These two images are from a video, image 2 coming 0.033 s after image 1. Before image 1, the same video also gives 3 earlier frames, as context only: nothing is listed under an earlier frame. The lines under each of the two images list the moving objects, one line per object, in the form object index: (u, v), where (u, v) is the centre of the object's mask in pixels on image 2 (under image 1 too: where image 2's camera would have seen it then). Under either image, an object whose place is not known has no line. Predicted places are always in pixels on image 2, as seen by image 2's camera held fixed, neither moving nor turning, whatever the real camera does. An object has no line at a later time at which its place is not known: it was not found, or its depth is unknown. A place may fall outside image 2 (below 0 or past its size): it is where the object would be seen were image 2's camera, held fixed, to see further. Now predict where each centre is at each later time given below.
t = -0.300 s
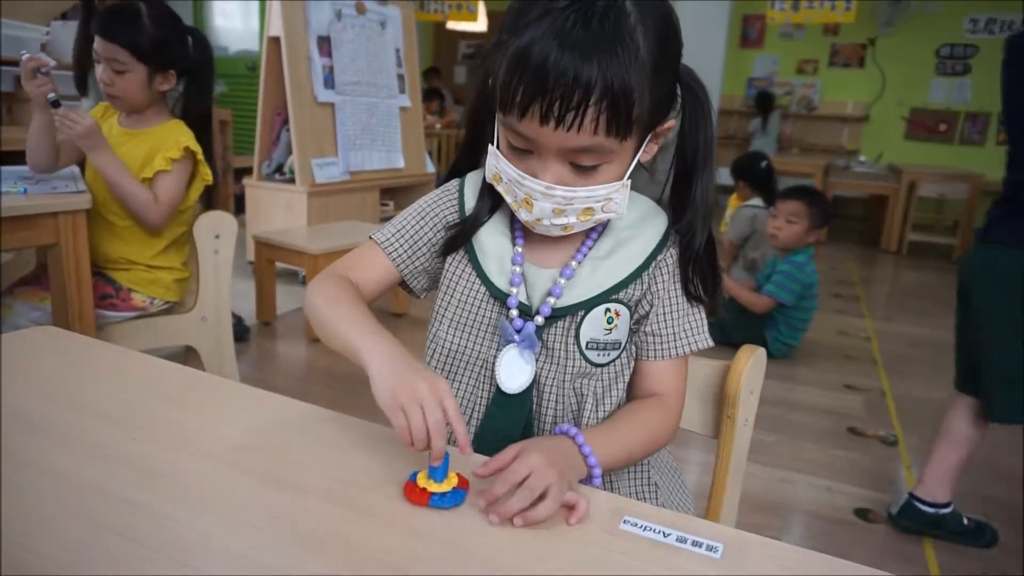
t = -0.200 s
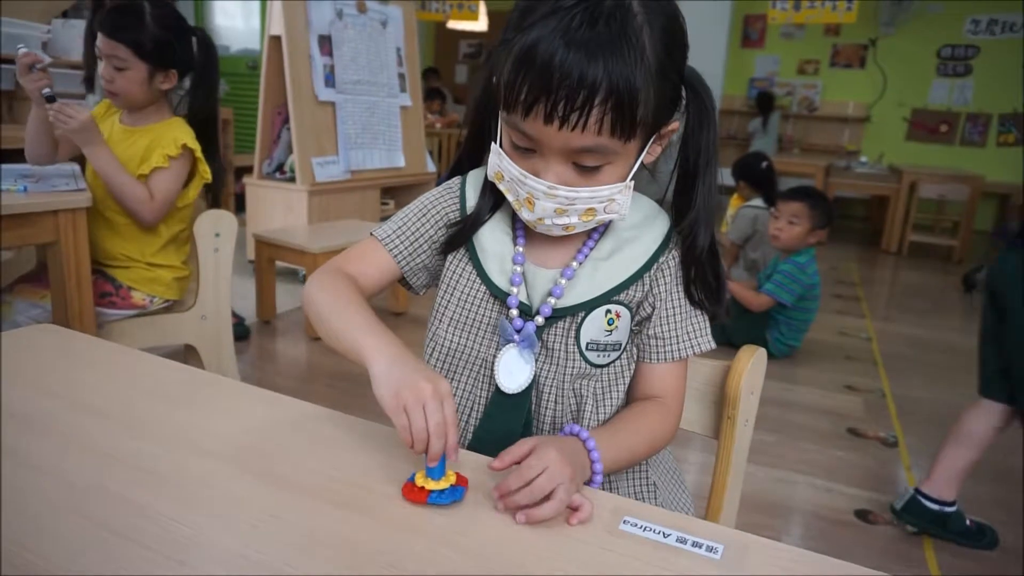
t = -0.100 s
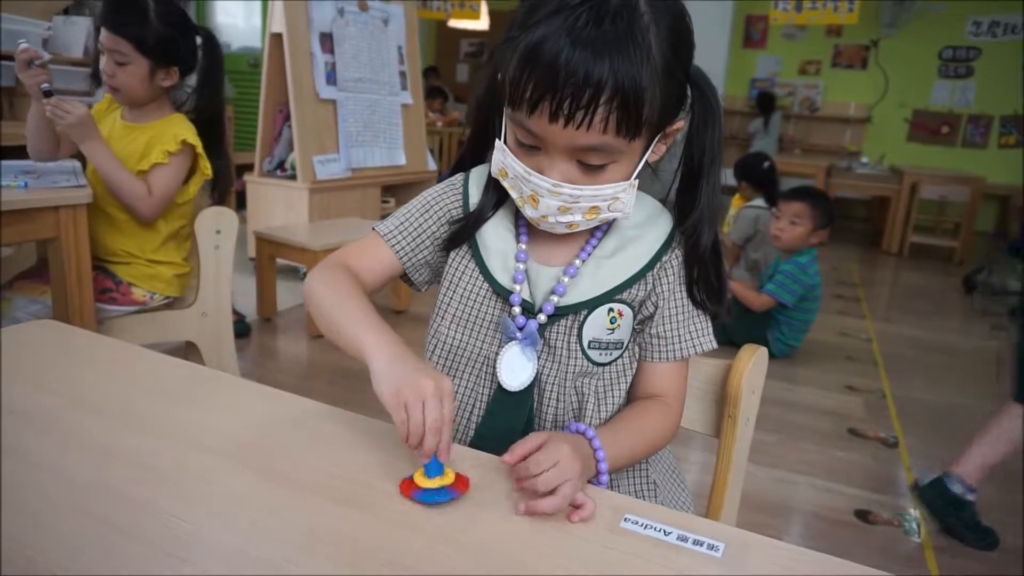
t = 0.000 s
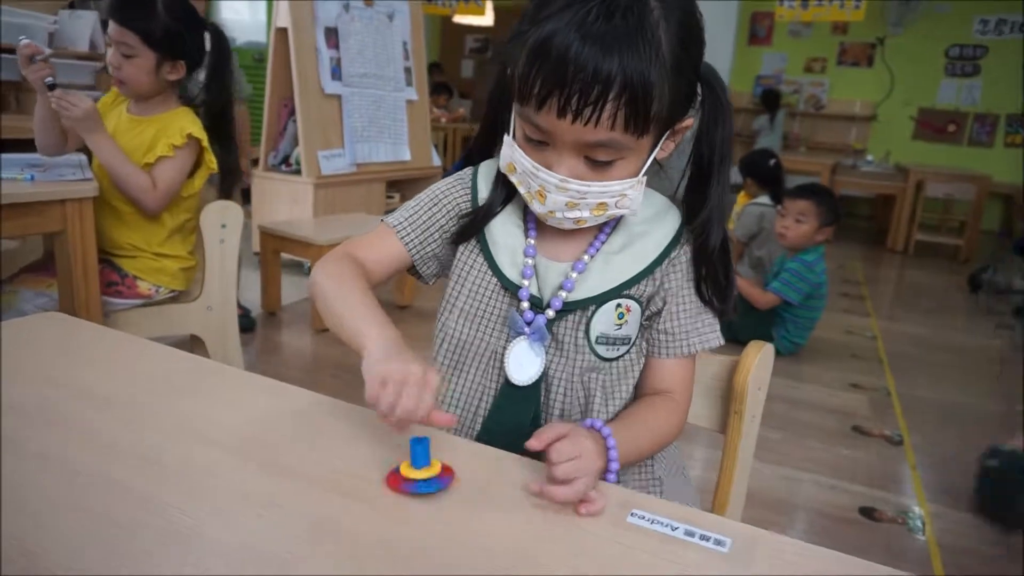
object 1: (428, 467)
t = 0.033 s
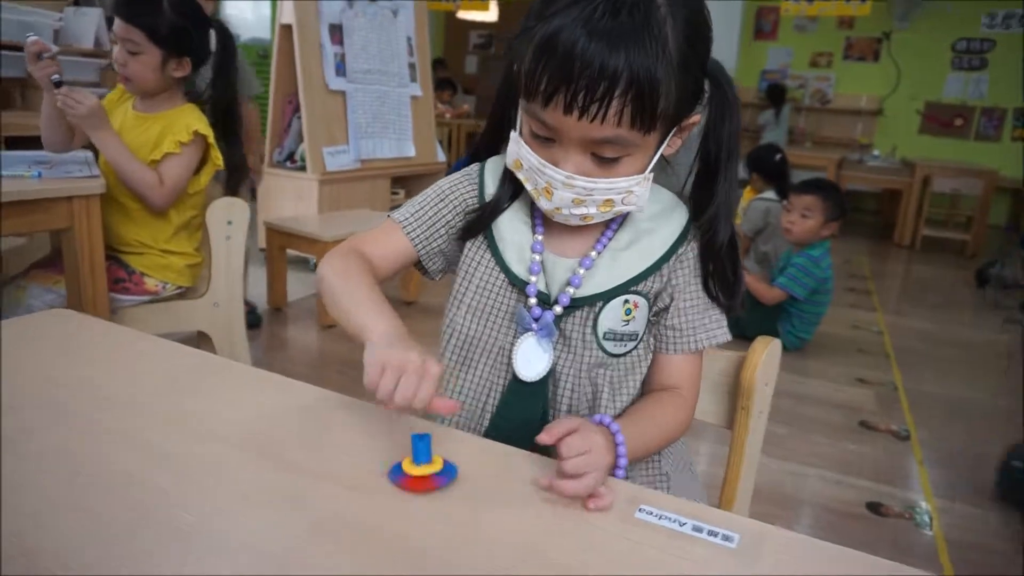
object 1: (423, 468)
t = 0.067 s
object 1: (417, 469)
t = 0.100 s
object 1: (414, 469)
